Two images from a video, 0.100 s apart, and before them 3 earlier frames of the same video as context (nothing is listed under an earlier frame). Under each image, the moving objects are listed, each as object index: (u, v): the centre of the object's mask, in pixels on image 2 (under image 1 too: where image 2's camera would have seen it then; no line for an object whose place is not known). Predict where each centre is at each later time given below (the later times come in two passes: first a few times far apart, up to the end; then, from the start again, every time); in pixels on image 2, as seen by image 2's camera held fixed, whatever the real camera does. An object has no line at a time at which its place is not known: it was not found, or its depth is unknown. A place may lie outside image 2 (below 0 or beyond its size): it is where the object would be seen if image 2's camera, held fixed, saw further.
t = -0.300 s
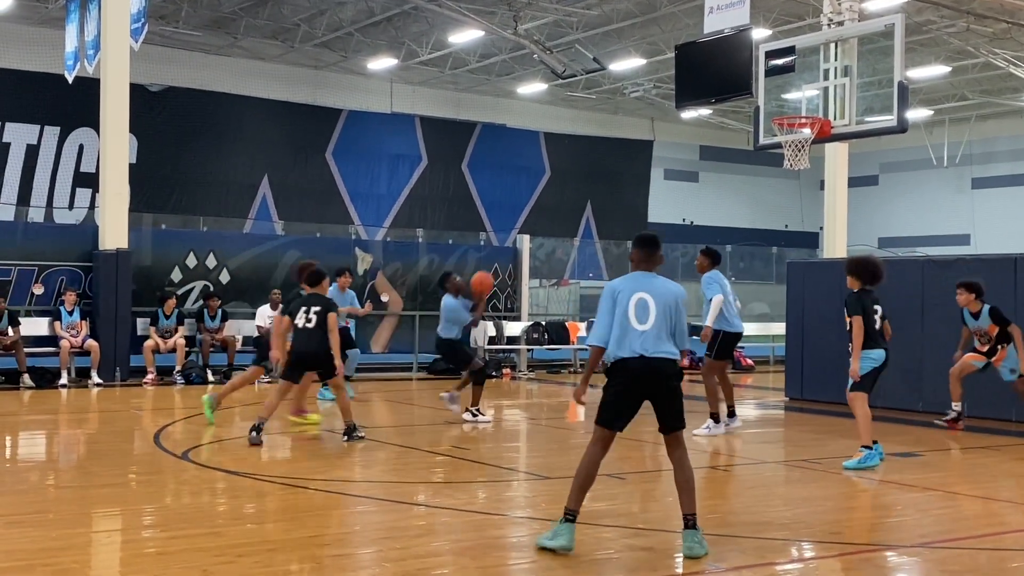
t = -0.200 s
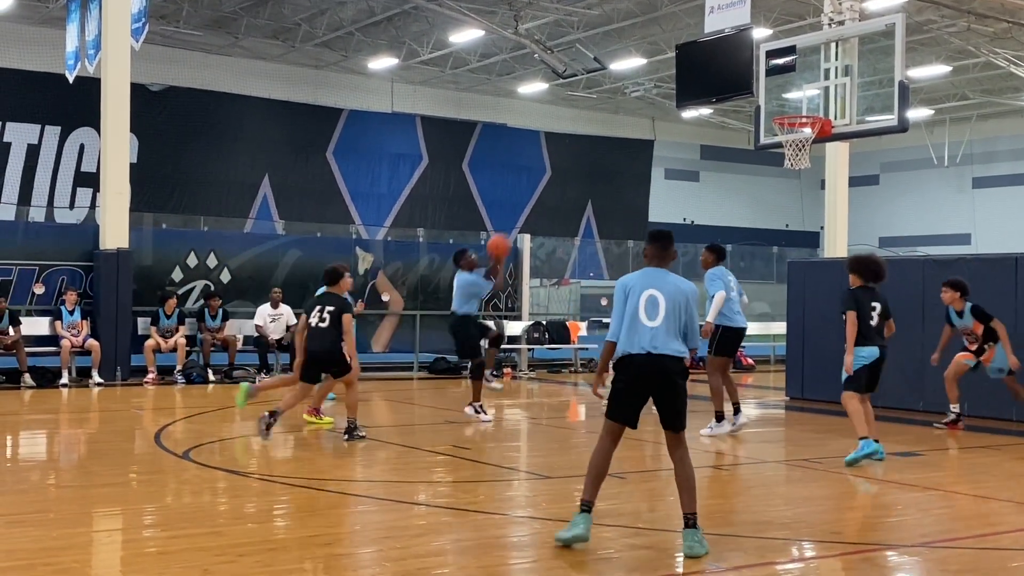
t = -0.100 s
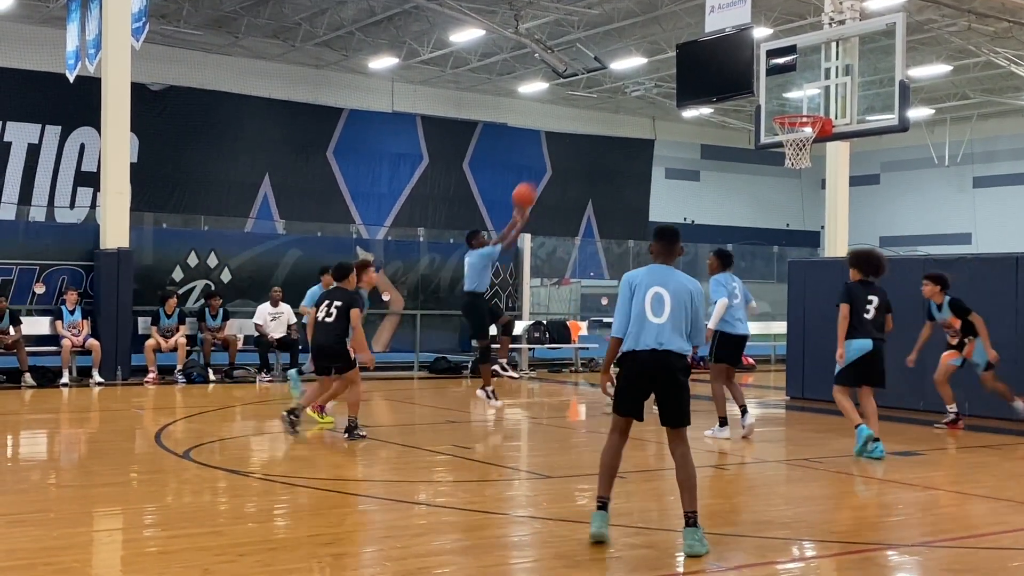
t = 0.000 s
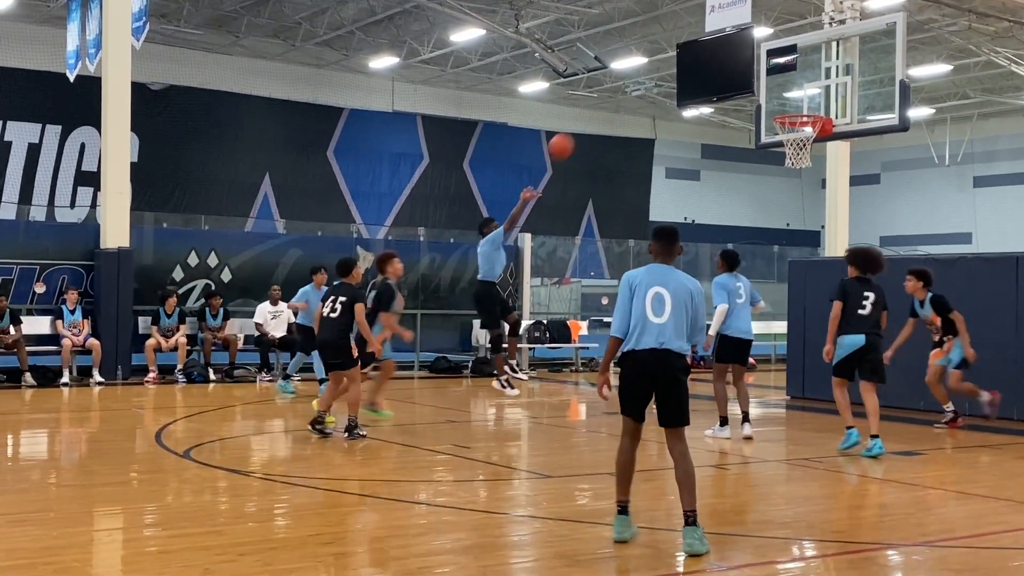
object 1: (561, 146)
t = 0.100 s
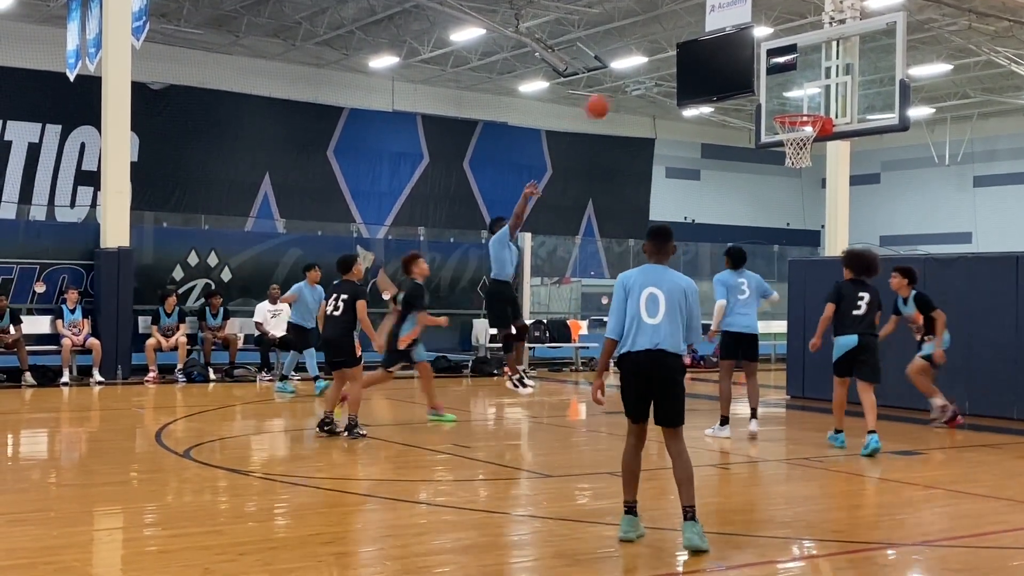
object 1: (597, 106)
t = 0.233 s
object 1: (647, 69)
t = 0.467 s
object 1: (730, 44)
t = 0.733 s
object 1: (824, 82)
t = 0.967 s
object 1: (847, 104)
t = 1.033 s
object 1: (856, 110)
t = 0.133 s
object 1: (610, 96)
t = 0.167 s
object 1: (622, 84)
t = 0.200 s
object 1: (634, 78)
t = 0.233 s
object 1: (647, 69)
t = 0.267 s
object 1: (659, 61)
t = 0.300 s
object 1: (671, 56)
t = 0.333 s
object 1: (683, 51)
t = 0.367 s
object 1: (694, 48)
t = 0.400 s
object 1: (707, 46)
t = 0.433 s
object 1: (719, 45)
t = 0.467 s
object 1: (730, 44)
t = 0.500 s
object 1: (742, 45)
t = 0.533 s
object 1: (753, 47)
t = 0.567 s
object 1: (766, 49)
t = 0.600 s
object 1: (777, 54)
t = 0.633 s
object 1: (789, 59)
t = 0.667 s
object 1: (801, 66)
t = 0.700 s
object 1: (812, 73)
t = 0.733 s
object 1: (824, 82)
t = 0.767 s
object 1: (836, 92)
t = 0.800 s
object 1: (834, 99)
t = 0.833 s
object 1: (832, 106)
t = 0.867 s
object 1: (834, 106)
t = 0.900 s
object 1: (838, 105)
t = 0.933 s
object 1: (843, 104)
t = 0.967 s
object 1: (847, 104)
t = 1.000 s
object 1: (851, 106)
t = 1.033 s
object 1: (856, 110)
